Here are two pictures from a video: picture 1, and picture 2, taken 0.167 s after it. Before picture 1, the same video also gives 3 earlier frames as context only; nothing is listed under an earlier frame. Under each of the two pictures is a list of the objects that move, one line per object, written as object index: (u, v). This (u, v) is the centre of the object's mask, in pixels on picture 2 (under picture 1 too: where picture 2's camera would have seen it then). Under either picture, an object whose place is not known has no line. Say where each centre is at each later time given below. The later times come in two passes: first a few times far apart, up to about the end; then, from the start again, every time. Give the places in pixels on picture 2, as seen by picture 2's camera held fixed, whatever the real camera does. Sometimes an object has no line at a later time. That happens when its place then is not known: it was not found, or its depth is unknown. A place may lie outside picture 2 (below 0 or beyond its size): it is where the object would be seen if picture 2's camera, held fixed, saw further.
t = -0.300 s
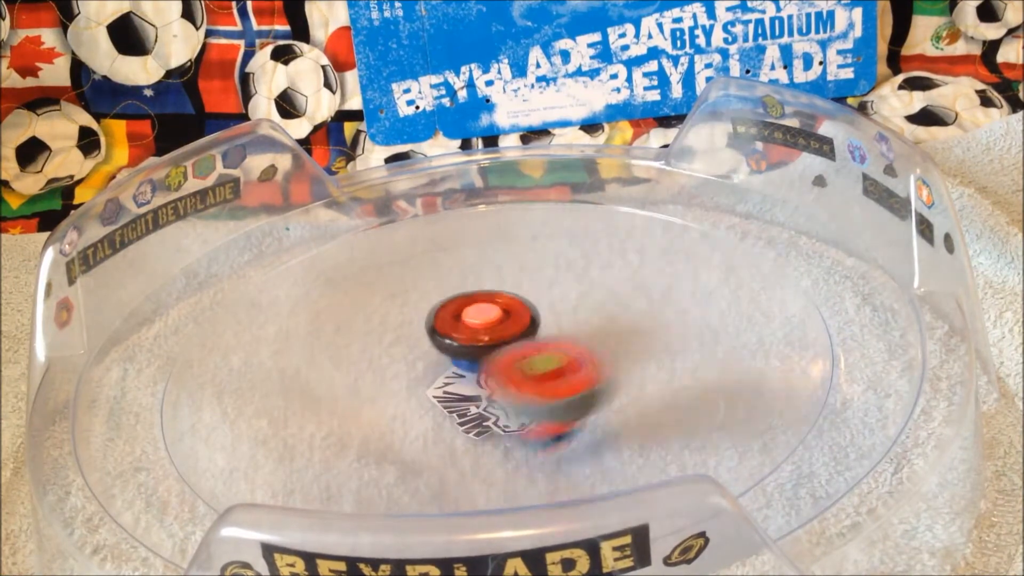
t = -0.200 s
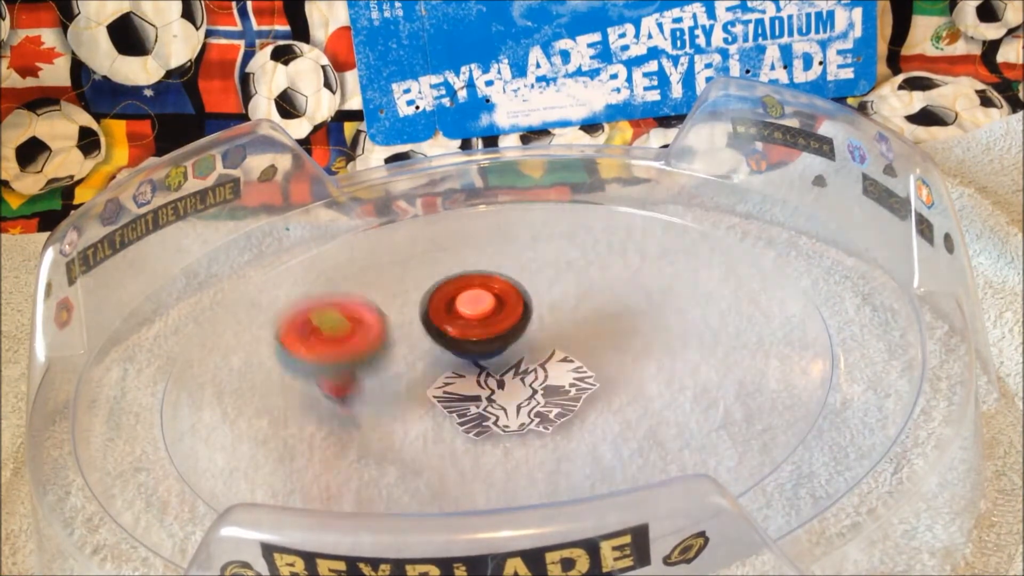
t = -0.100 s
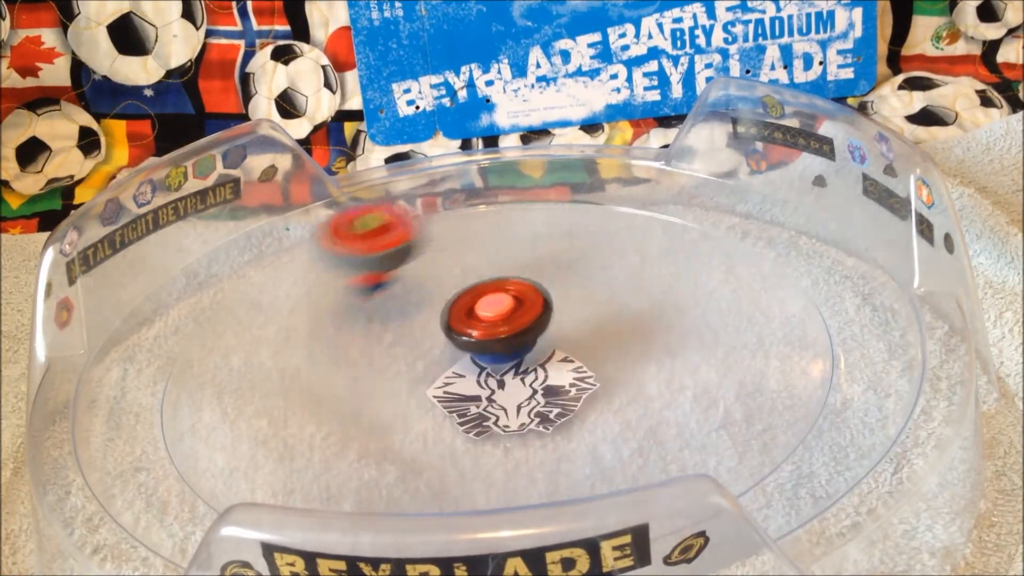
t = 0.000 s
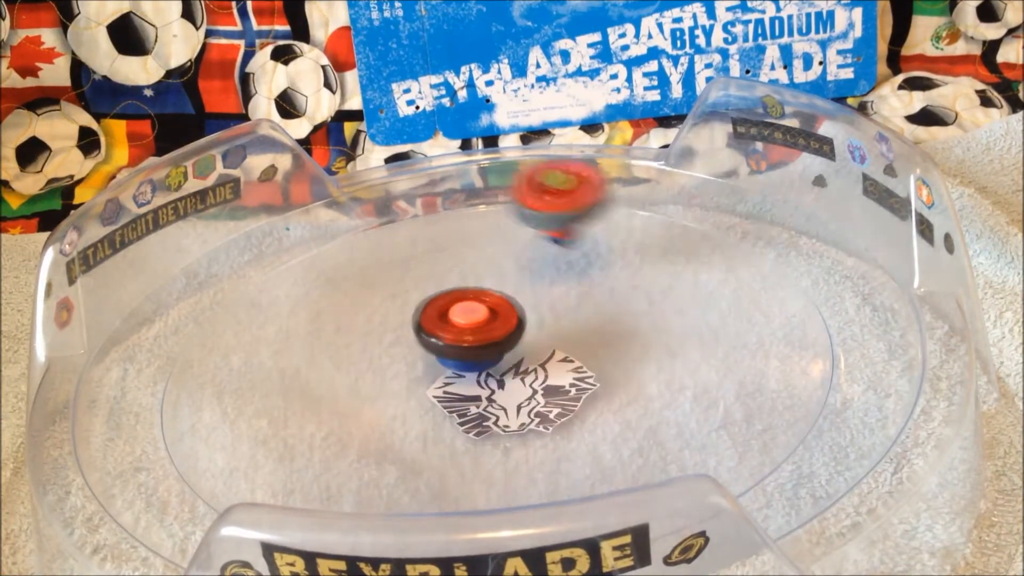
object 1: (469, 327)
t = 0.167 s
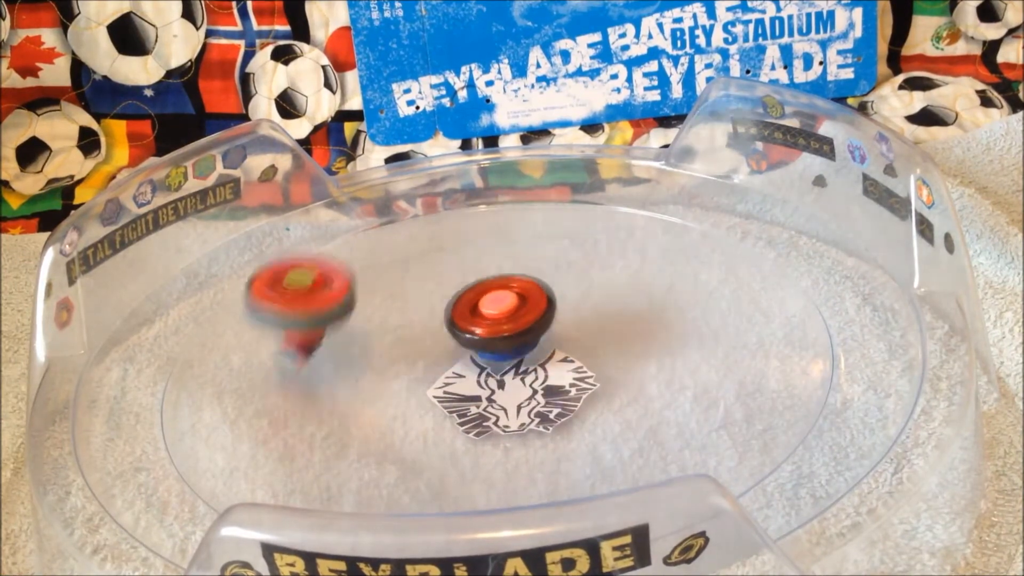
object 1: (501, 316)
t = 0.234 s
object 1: (488, 331)
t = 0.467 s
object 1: (499, 323)
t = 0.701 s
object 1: (490, 304)
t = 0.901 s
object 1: (480, 311)
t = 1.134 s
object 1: (474, 315)
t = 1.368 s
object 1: (476, 302)
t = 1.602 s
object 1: (461, 303)
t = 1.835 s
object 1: (404, 312)
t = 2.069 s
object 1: (313, 357)
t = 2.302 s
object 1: (338, 362)
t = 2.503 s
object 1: (361, 365)
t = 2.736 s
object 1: (391, 368)
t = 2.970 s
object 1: (376, 355)
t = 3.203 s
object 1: (384, 362)
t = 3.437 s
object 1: (393, 397)
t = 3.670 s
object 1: (418, 394)
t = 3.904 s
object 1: (446, 386)
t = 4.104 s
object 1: (465, 382)
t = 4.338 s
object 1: (425, 390)
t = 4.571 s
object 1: (381, 383)
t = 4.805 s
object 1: (411, 374)
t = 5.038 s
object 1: (426, 374)
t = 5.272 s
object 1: (445, 375)
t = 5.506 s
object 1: (460, 376)
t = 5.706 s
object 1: (471, 372)
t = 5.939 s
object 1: (455, 365)
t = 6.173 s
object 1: (443, 322)
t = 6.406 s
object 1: (484, 267)
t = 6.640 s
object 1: (557, 257)
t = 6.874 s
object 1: (571, 328)
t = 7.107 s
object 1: (474, 389)
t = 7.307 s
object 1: (383, 377)
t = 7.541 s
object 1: (363, 309)
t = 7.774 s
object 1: (408, 244)
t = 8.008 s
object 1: (485, 234)
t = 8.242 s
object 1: (591, 297)
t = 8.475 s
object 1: (681, 343)
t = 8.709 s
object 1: (621, 357)
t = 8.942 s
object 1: (386, 362)
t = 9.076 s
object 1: (274, 354)
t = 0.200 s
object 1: (501, 316)
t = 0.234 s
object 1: (488, 331)
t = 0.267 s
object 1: (475, 331)
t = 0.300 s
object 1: (466, 324)
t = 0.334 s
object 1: (468, 316)
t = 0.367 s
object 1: (478, 310)
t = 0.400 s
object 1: (492, 310)
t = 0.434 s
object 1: (500, 315)
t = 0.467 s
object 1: (499, 323)
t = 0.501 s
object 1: (490, 329)
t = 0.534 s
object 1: (477, 329)
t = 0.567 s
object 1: (469, 317)
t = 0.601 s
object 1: (470, 316)
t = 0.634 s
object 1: (479, 311)
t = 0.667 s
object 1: (490, 311)
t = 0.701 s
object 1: (490, 304)
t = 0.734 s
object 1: (497, 324)
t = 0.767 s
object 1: (488, 329)
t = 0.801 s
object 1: (478, 327)
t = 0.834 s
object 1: (468, 323)
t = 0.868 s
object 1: (470, 316)
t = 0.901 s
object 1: (480, 311)
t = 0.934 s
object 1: (499, 303)
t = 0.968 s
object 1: (497, 317)
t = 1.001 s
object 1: (495, 324)
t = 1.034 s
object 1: (486, 328)
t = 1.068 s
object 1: (470, 317)
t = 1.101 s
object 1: (470, 321)
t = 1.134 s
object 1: (474, 315)
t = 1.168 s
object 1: (488, 311)
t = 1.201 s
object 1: (493, 314)
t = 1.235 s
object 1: (496, 319)
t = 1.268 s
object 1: (491, 325)
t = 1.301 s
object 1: (485, 324)
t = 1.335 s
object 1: (475, 306)
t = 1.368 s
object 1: (476, 302)
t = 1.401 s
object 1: (476, 300)
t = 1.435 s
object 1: (476, 301)
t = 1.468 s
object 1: (476, 301)
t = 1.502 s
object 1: (475, 302)
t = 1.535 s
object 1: (475, 302)
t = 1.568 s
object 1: (474, 302)
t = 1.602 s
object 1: (461, 303)
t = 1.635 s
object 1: (445, 303)
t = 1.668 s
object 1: (428, 306)
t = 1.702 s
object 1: (414, 308)
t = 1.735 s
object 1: (405, 310)
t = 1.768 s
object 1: (403, 310)
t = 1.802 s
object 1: (404, 311)
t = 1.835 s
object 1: (404, 312)
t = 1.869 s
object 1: (392, 317)
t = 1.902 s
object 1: (365, 323)
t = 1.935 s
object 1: (336, 337)
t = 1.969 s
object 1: (322, 345)
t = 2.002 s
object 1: (312, 353)
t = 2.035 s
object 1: (311, 356)
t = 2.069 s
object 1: (313, 357)
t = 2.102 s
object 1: (316, 358)
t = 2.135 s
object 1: (320, 359)
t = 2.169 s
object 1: (324, 360)
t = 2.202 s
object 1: (327, 360)
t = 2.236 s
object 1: (330, 361)
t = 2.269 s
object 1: (335, 362)
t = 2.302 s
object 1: (338, 362)
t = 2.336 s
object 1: (341, 363)
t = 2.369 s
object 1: (345, 363)
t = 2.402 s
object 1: (349, 364)
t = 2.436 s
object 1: (352, 364)
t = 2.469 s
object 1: (356, 365)
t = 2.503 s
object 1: (361, 365)
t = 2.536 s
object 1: (364, 365)
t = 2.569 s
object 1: (369, 366)
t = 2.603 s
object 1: (373, 366)
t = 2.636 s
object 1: (377, 367)
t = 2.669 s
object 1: (382, 367)
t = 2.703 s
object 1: (386, 368)
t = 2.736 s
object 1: (391, 368)
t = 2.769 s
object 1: (383, 366)
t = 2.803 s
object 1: (372, 363)
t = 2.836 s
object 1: (365, 359)
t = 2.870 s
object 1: (365, 357)
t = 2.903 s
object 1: (368, 355)
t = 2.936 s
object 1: (372, 354)
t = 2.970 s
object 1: (376, 355)
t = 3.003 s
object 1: (379, 355)
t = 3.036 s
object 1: (382, 356)
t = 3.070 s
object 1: (380, 359)
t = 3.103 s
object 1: (377, 361)
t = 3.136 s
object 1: (378, 361)
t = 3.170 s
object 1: (381, 361)
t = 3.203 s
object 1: (384, 362)
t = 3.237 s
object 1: (387, 362)
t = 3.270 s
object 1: (391, 362)
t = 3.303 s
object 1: (390, 370)
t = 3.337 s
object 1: (384, 379)
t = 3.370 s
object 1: (386, 390)
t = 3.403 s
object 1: (390, 396)
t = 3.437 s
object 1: (393, 397)
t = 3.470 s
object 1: (396, 397)
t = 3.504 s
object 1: (400, 397)
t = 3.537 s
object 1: (403, 397)
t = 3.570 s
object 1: (408, 396)
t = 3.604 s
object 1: (411, 395)
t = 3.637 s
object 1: (415, 394)
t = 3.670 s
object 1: (418, 394)
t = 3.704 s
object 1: (422, 393)
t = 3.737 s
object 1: (426, 392)
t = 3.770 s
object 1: (431, 391)
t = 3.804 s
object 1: (435, 389)
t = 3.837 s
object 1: (439, 388)
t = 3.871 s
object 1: (443, 387)
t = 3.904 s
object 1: (446, 386)
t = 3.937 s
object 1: (449, 385)
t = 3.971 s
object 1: (452, 384)
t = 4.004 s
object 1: (456, 384)
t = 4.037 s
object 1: (459, 383)
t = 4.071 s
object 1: (462, 382)
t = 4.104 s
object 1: (465, 382)
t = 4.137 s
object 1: (468, 381)
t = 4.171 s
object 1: (471, 380)
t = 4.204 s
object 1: (474, 380)
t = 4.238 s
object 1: (477, 379)
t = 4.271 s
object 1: (479, 379)
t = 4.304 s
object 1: (459, 383)
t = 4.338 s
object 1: (425, 390)
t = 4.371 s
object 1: (398, 395)
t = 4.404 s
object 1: (379, 397)
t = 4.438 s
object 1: (372, 395)
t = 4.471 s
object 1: (370, 392)
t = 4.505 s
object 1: (371, 389)
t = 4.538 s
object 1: (376, 386)
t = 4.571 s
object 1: (381, 383)
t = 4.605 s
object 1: (386, 380)
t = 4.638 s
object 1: (392, 377)
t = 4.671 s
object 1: (398, 375)
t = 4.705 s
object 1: (403, 373)
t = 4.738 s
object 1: (408, 371)
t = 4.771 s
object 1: (412, 370)
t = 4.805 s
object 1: (411, 374)
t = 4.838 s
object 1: (410, 377)
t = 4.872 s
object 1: (411, 377)
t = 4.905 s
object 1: (413, 376)
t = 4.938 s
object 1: (416, 375)
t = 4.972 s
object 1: (418, 375)
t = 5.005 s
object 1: (423, 375)
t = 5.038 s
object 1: (426, 374)
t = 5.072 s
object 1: (428, 374)
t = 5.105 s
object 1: (432, 374)
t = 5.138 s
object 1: (434, 374)
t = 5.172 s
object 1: (436, 375)
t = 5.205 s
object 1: (439, 376)
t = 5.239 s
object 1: (442, 375)
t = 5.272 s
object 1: (445, 375)
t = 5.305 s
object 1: (448, 376)
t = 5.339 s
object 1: (450, 375)
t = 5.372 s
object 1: (452, 375)
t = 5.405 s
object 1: (454, 375)
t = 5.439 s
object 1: (457, 375)
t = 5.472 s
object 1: (458, 375)
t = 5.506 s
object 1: (460, 376)
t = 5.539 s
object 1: (462, 375)
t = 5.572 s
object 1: (464, 375)
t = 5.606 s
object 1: (466, 374)
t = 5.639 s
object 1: (468, 374)
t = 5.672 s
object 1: (469, 373)
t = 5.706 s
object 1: (471, 372)
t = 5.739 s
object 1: (473, 371)
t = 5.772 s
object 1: (474, 370)
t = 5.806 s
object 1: (475, 369)
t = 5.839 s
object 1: (477, 368)
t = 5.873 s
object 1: (478, 368)
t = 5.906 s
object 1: (471, 370)
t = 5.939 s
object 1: (455, 365)
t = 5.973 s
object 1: (441, 361)
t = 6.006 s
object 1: (431, 357)
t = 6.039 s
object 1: (426, 347)
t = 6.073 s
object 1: (428, 340)
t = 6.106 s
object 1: (432, 335)
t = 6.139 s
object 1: (438, 329)
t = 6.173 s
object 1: (443, 322)
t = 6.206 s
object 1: (452, 316)
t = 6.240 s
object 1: (461, 311)
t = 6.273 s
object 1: (461, 304)
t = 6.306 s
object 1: (461, 293)
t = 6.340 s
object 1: (465, 282)
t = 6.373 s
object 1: (474, 274)
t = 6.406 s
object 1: (484, 267)
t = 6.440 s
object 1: (495, 262)
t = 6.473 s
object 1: (506, 258)
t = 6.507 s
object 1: (515, 255)
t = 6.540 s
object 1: (526, 254)
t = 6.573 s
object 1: (537, 253)
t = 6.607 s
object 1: (547, 253)
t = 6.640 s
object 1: (557, 257)
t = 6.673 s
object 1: (567, 263)
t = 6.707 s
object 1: (574, 272)
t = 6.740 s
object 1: (579, 282)
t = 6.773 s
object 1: (580, 294)
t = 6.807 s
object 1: (579, 305)
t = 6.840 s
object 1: (575, 317)
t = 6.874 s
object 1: (571, 328)
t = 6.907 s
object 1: (563, 339)
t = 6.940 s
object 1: (553, 350)
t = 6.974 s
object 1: (539, 360)
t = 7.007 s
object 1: (527, 369)
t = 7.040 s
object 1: (510, 378)
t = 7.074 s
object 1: (493, 385)
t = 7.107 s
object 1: (474, 389)
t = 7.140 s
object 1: (456, 392)
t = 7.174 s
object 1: (438, 392)
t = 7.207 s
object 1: (419, 391)
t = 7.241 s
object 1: (406, 388)
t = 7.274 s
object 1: (392, 383)
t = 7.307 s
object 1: (383, 377)
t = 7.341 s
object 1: (376, 369)
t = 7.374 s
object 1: (371, 363)
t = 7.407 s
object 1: (365, 353)
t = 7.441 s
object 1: (361, 343)
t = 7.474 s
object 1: (359, 332)
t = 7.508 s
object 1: (361, 320)
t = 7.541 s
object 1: (363, 309)
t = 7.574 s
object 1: (367, 298)
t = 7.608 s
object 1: (373, 287)
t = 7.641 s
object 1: (379, 277)
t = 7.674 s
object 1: (385, 266)
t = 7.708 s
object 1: (392, 257)
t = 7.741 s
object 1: (400, 250)
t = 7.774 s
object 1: (408, 244)
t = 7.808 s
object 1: (417, 238)
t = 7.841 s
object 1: (427, 234)
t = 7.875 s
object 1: (437, 231)
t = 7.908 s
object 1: (450, 229)
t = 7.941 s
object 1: (461, 231)
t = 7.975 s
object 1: (474, 232)
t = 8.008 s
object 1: (485, 234)
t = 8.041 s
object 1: (498, 238)
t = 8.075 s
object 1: (513, 246)
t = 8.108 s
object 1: (527, 253)
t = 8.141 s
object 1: (543, 263)
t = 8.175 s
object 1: (556, 273)
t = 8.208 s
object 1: (573, 286)
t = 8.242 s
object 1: (591, 297)
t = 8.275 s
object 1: (610, 308)
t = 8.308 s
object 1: (628, 315)
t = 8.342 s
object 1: (643, 324)
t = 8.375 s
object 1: (655, 332)
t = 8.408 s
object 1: (668, 336)
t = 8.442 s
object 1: (676, 339)
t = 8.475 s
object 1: (681, 343)
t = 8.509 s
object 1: (684, 345)
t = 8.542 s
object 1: (684, 346)
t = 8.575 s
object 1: (680, 349)
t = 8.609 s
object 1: (672, 352)
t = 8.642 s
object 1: (660, 353)
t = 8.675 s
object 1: (642, 355)
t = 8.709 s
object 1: (621, 357)
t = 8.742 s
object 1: (596, 361)
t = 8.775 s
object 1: (567, 362)
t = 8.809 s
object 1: (534, 364)
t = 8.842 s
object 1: (496, 366)
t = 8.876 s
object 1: (459, 366)
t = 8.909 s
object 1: (421, 363)
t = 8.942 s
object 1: (386, 362)
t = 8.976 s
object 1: (351, 358)
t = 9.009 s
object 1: (322, 358)
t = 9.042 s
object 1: (295, 355)
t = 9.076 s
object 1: (274, 354)
